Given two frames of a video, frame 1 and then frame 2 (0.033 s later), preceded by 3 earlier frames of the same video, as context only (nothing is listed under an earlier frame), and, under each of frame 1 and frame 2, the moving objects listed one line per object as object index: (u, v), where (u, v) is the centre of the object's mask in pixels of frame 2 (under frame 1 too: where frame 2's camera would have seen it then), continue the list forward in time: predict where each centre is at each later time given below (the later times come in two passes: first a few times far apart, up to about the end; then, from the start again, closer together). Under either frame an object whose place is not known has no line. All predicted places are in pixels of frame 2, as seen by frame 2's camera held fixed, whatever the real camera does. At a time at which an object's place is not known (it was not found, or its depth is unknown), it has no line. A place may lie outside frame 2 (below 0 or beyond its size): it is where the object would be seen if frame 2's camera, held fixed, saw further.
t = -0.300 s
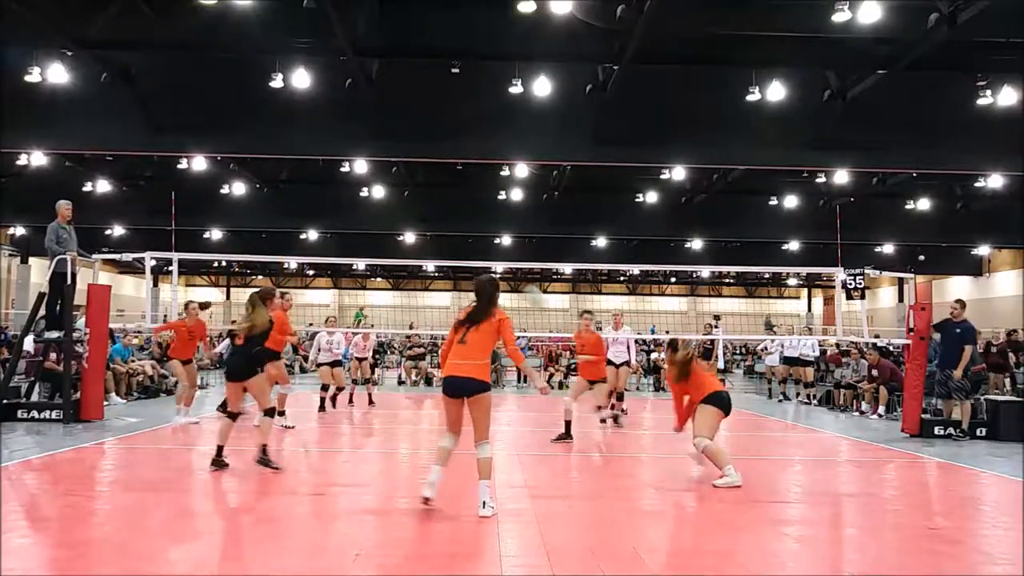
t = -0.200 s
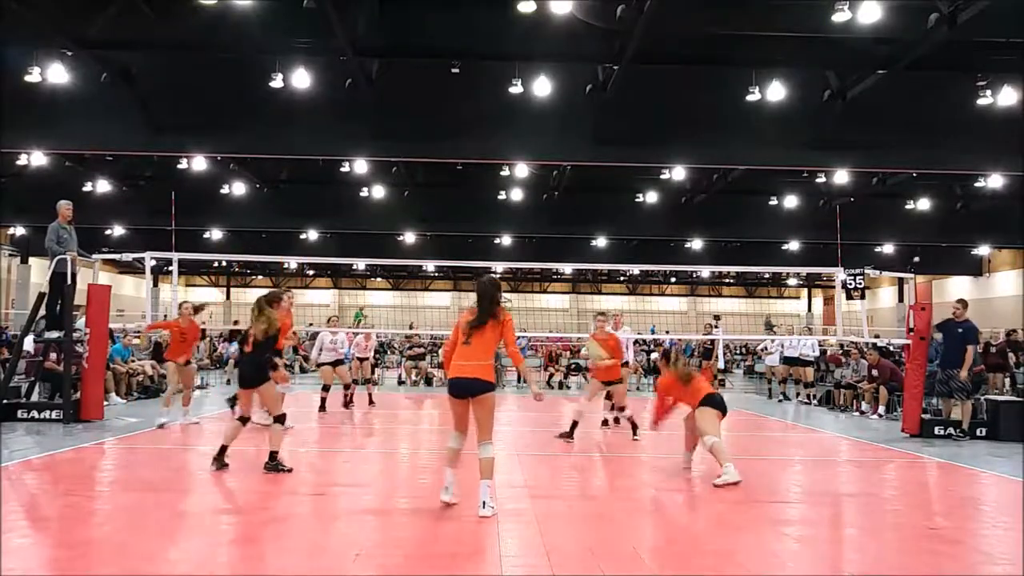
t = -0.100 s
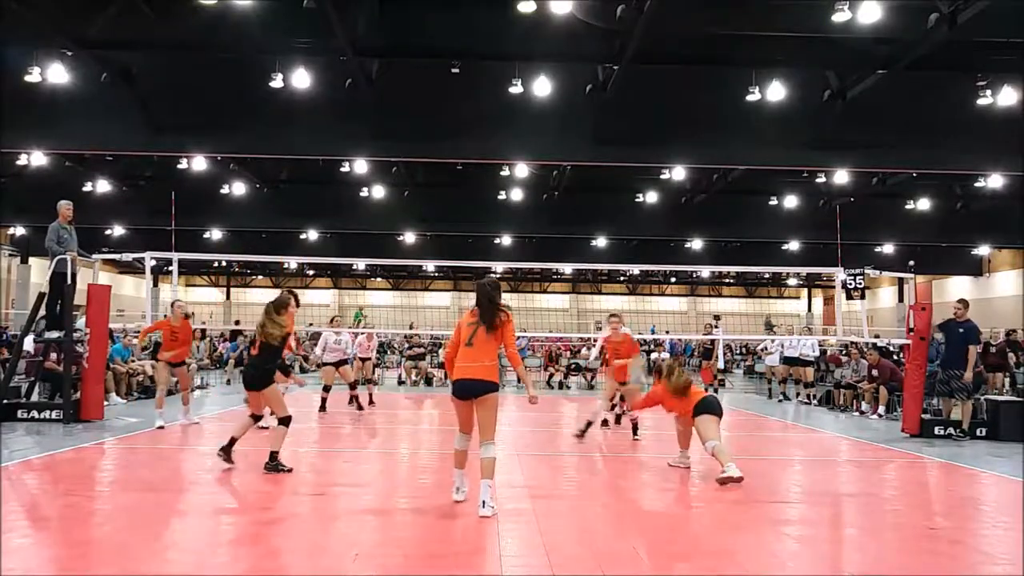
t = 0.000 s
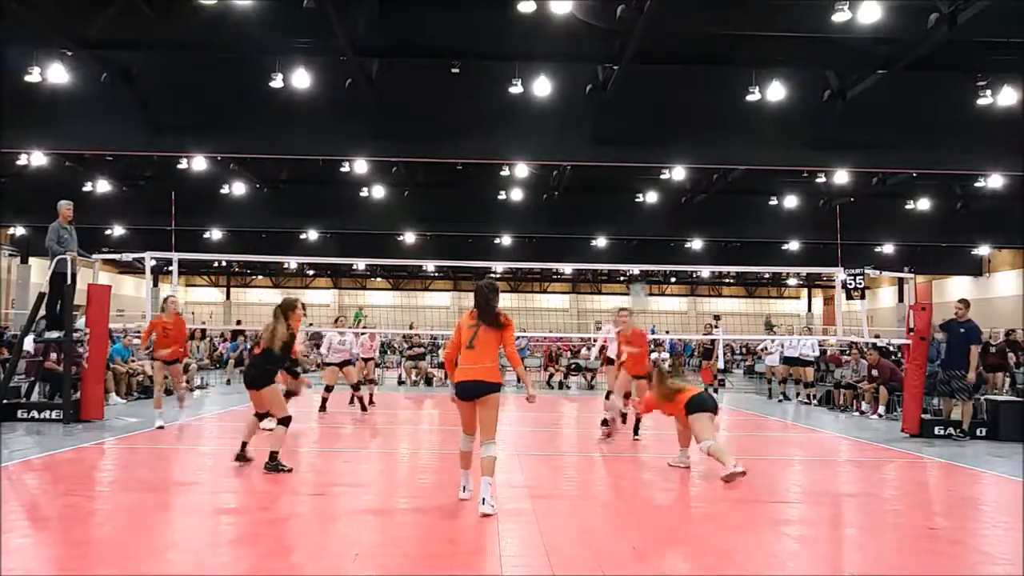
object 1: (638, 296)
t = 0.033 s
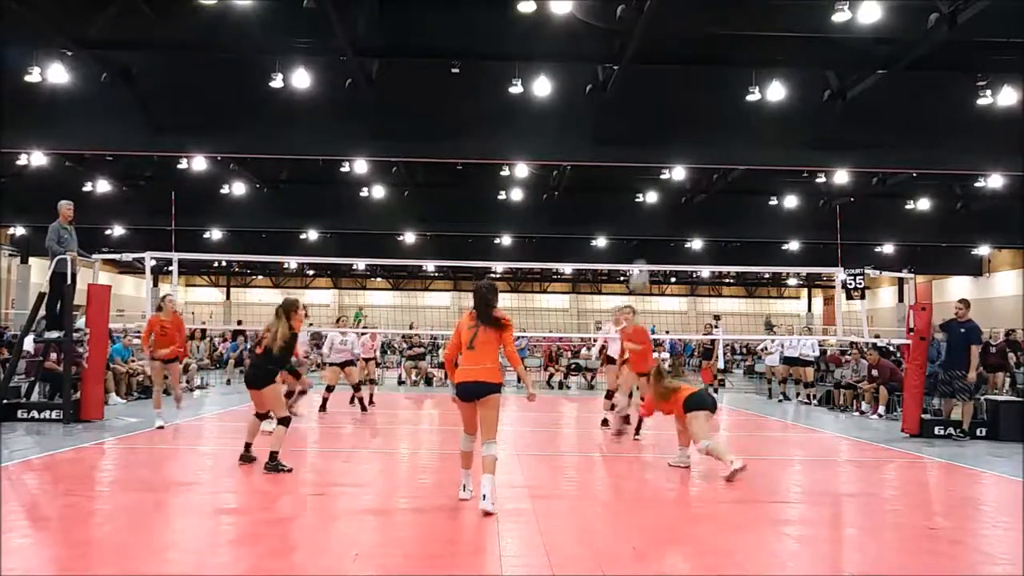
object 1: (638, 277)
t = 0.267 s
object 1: (644, 157)
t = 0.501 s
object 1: (649, 94)
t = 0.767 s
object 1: (655, 80)
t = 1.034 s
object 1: (660, 123)
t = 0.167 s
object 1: (640, 202)
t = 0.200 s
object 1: (642, 183)
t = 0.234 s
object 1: (643, 170)
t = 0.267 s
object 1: (644, 157)
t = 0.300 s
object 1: (644, 144)
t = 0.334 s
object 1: (645, 134)
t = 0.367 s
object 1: (646, 124)
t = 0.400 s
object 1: (647, 115)
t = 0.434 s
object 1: (648, 107)
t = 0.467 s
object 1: (649, 100)
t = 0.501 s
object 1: (649, 94)
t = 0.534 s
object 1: (650, 89)
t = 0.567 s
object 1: (650, 84)
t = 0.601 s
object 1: (651, 82)
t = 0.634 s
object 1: (652, 79)
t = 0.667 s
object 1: (653, 78)
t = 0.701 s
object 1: (653, 78)
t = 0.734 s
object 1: (654, 78)
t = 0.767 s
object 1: (655, 80)
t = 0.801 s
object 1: (656, 82)
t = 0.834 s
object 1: (656, 85)
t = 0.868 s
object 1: (657, 89)
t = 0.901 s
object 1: (657, 94)
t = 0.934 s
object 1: (658, 100)
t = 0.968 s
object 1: (659, 107)
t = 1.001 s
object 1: (659, 114)
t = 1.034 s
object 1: (660, 123)
